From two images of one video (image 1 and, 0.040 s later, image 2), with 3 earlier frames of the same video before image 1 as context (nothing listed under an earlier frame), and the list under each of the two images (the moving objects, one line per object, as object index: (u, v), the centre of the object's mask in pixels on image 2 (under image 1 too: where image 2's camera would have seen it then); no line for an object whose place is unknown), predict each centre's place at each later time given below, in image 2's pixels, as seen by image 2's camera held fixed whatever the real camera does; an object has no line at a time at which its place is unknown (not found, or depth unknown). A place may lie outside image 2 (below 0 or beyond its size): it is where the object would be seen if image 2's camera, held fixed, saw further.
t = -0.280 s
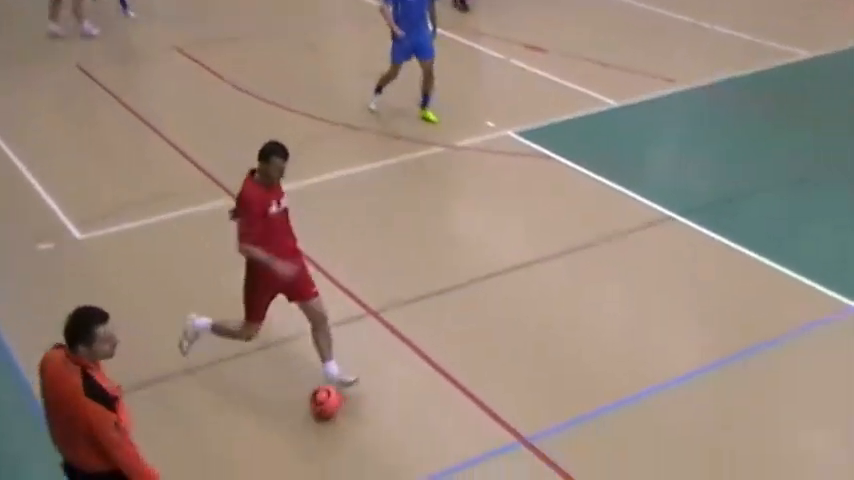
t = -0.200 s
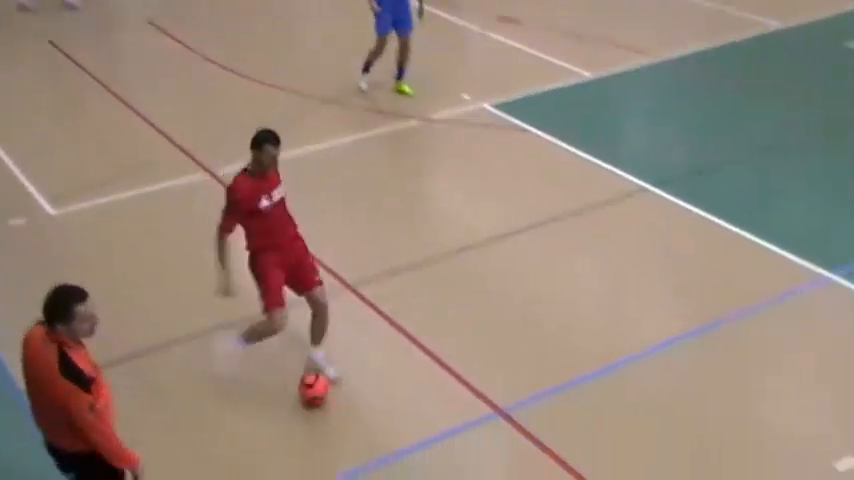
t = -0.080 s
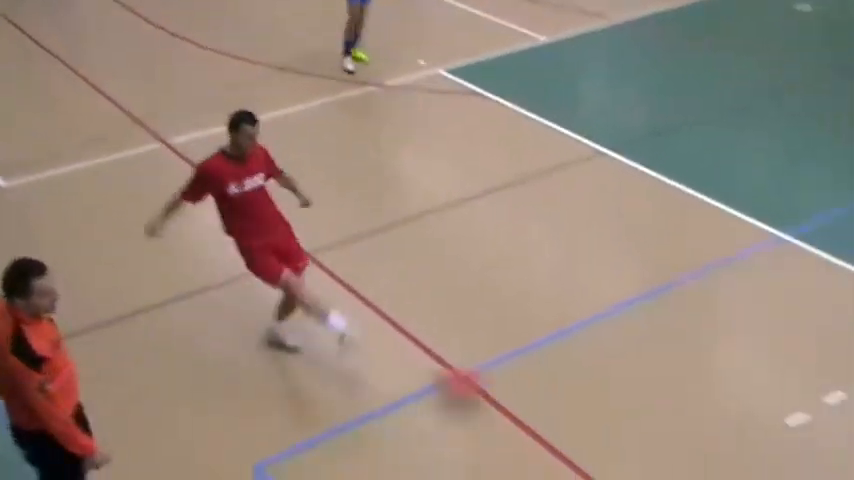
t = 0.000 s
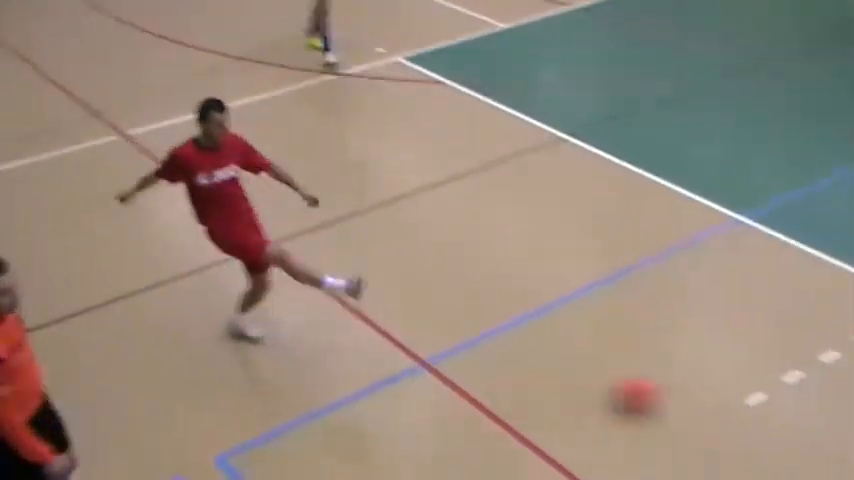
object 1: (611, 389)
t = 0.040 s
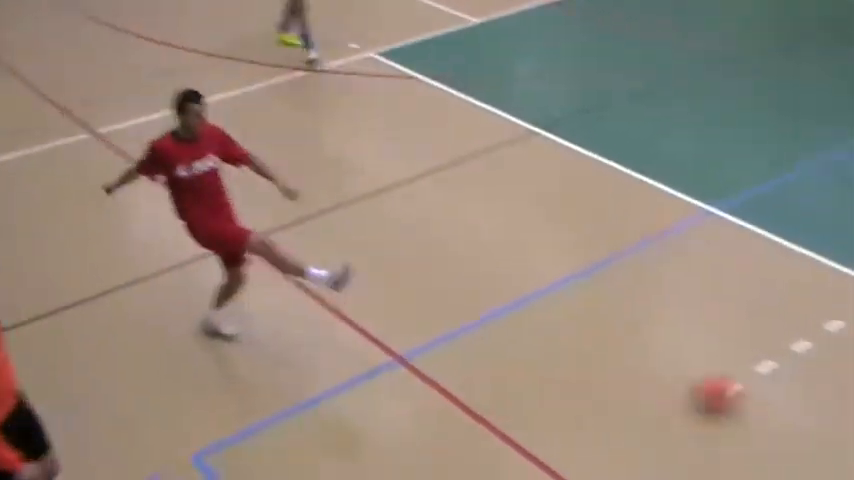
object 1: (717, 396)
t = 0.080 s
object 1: (824, 404)
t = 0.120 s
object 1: (930, 409)
